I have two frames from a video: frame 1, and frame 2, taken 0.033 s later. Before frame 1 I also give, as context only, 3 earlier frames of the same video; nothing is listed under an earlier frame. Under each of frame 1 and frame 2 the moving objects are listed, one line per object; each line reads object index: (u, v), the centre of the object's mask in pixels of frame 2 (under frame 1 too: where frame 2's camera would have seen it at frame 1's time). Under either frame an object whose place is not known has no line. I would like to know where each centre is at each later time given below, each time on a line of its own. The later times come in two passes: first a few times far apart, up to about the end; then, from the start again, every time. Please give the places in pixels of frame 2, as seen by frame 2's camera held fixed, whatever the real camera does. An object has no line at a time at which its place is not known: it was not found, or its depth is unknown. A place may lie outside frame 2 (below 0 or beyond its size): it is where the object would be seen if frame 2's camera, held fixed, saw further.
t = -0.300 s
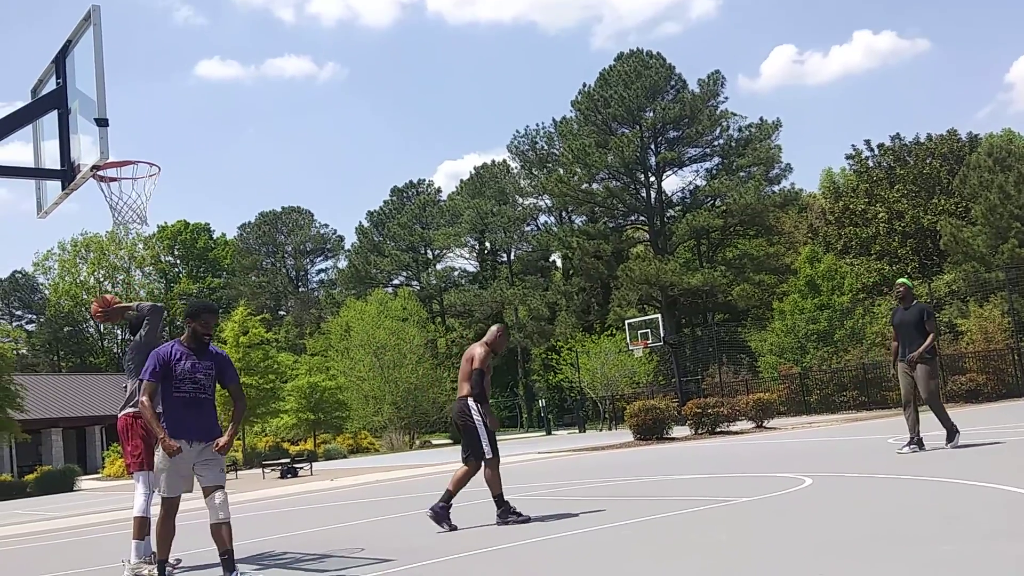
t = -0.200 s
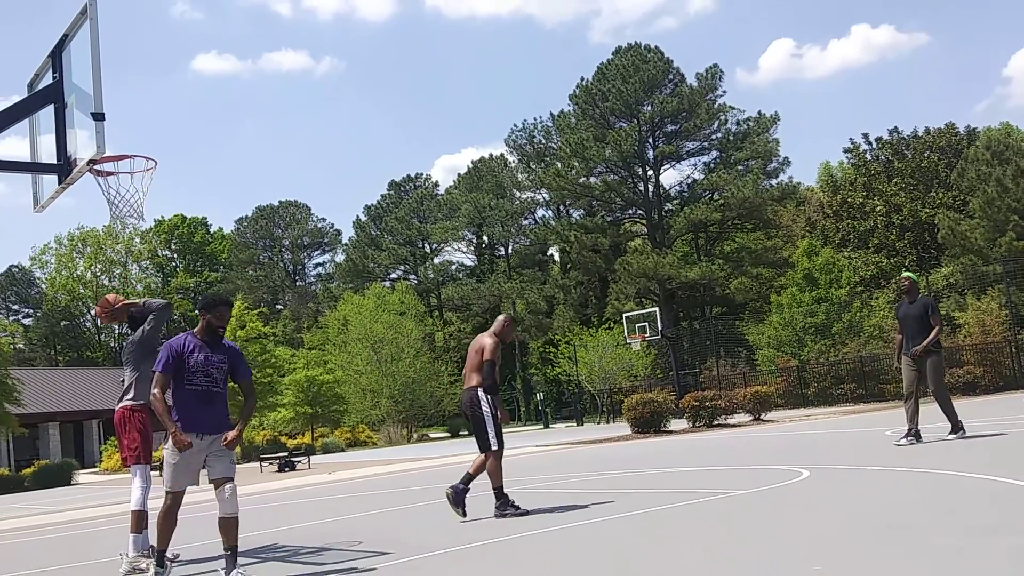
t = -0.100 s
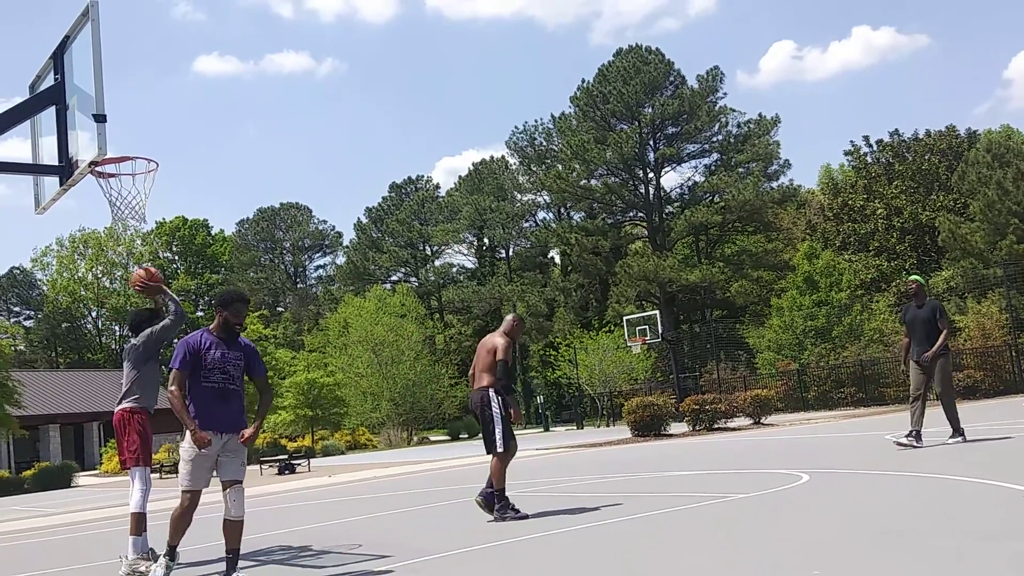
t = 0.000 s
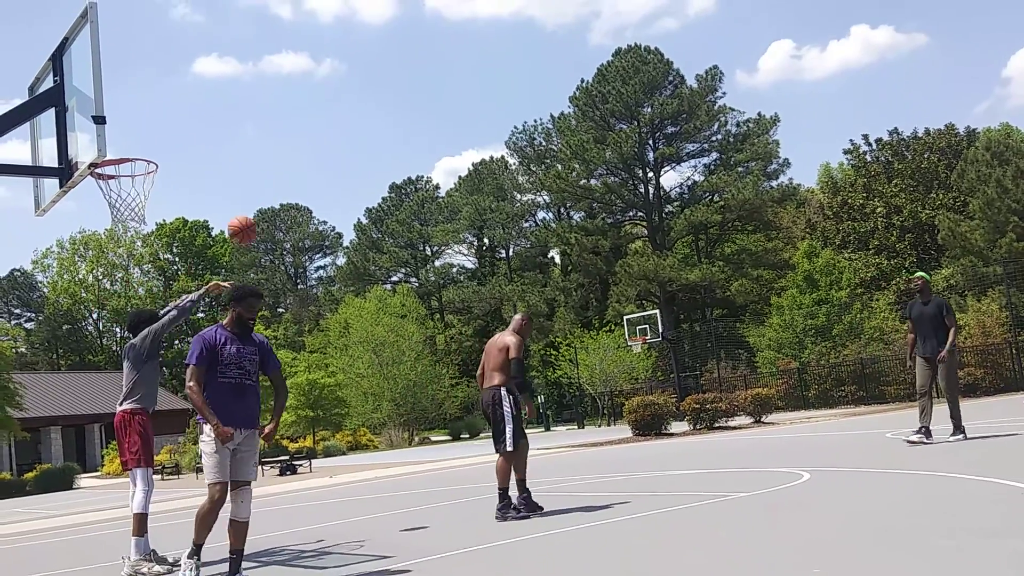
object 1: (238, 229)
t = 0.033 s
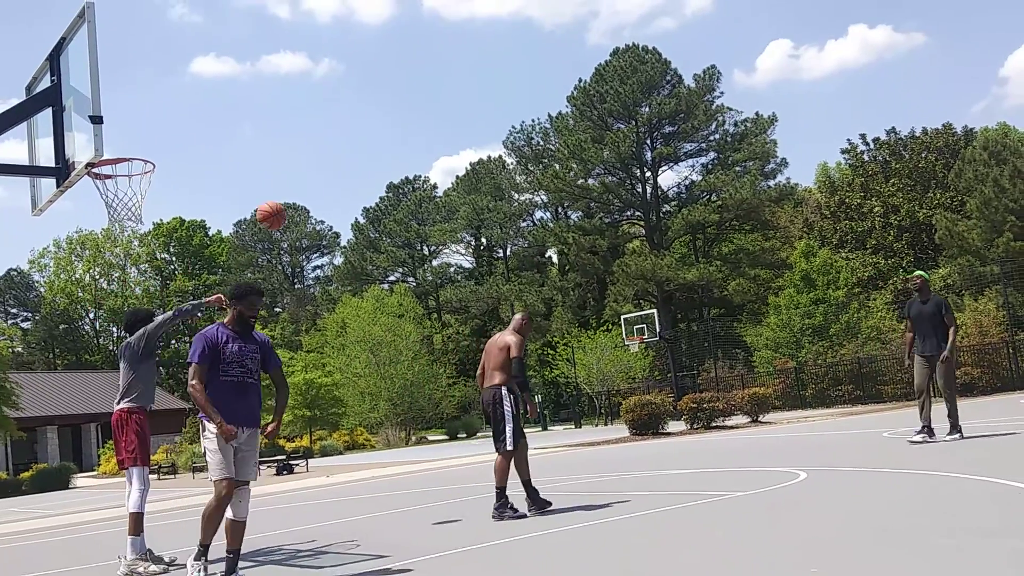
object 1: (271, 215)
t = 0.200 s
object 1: (417, 168)
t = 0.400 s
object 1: (569, 153)
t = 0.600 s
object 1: (706, 178)
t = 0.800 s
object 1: (831, 231)
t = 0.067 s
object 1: (302, 203)
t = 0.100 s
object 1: (331, 191)
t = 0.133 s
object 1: (360, 182)
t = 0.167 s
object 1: (389, 174)
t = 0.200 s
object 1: (417, 168)
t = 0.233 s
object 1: (442, 162)
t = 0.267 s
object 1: (468, 157)
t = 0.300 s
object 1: (495, 156)
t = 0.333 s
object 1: (520, 153)
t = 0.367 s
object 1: (545, 153)
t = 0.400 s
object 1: (569, 153)
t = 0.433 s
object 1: (593, 155)
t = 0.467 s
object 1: (615, 158)
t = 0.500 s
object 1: (639, 161)
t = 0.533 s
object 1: (662, 166)
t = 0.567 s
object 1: (684, 171)
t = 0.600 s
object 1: (706, 178)
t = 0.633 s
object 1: (727, 185)
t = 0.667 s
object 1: (749, 192)
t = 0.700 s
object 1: (770, 201)
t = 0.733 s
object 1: (791, 210)
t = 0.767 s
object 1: (811, 221)
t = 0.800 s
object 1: (831, 231)
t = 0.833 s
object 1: (852, 243)
